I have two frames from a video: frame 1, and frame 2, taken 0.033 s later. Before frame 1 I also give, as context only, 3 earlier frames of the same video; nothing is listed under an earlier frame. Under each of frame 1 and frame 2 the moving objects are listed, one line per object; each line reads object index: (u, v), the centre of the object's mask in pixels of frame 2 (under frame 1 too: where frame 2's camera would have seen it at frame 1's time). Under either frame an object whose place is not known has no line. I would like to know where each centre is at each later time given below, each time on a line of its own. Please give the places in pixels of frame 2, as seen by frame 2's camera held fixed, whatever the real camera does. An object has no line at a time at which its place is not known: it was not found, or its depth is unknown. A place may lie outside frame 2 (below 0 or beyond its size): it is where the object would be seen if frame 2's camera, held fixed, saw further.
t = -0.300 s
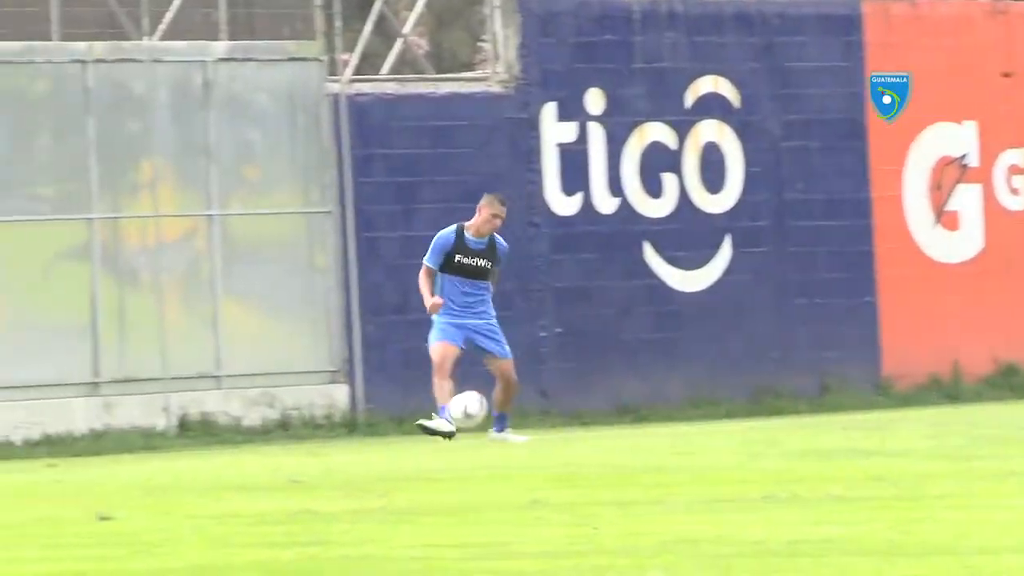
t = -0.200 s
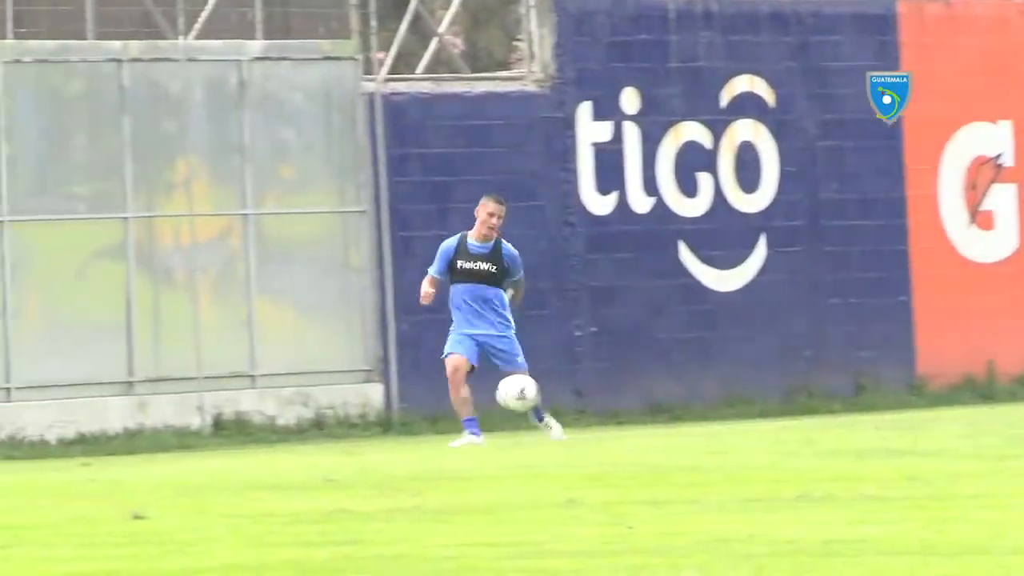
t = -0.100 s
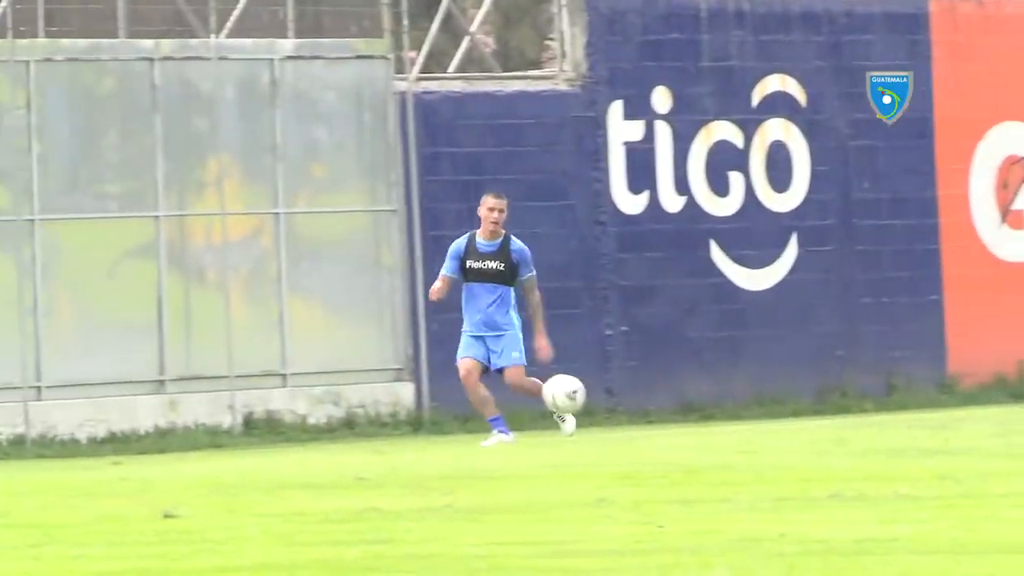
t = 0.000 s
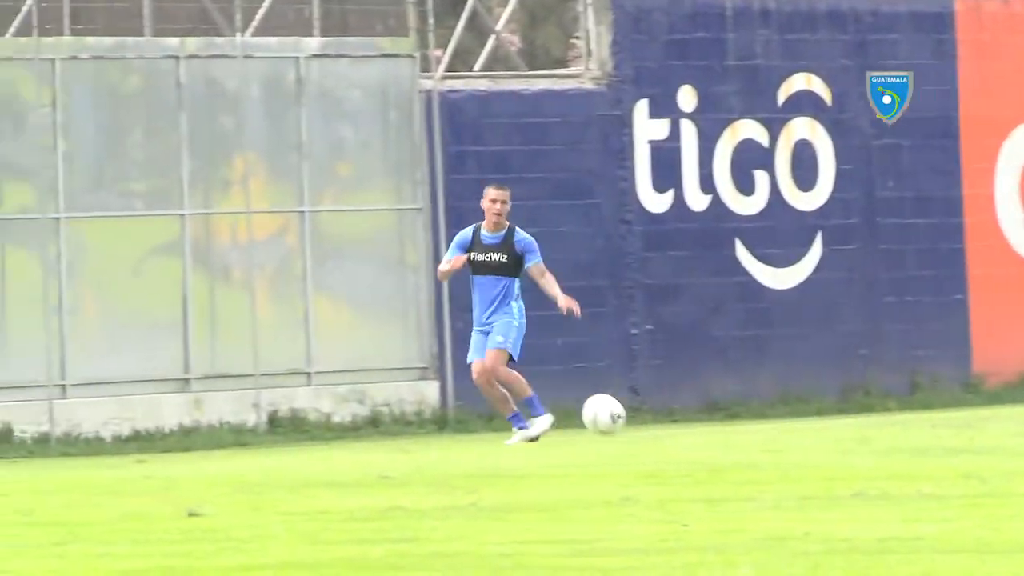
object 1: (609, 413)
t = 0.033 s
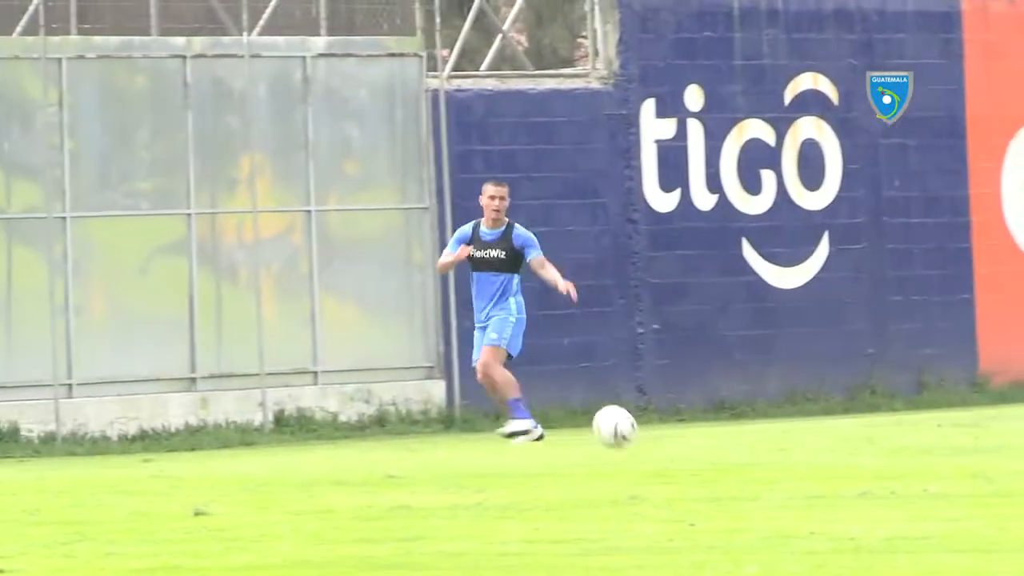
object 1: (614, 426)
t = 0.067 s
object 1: (618, 440)
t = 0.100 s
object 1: (619, 440)
